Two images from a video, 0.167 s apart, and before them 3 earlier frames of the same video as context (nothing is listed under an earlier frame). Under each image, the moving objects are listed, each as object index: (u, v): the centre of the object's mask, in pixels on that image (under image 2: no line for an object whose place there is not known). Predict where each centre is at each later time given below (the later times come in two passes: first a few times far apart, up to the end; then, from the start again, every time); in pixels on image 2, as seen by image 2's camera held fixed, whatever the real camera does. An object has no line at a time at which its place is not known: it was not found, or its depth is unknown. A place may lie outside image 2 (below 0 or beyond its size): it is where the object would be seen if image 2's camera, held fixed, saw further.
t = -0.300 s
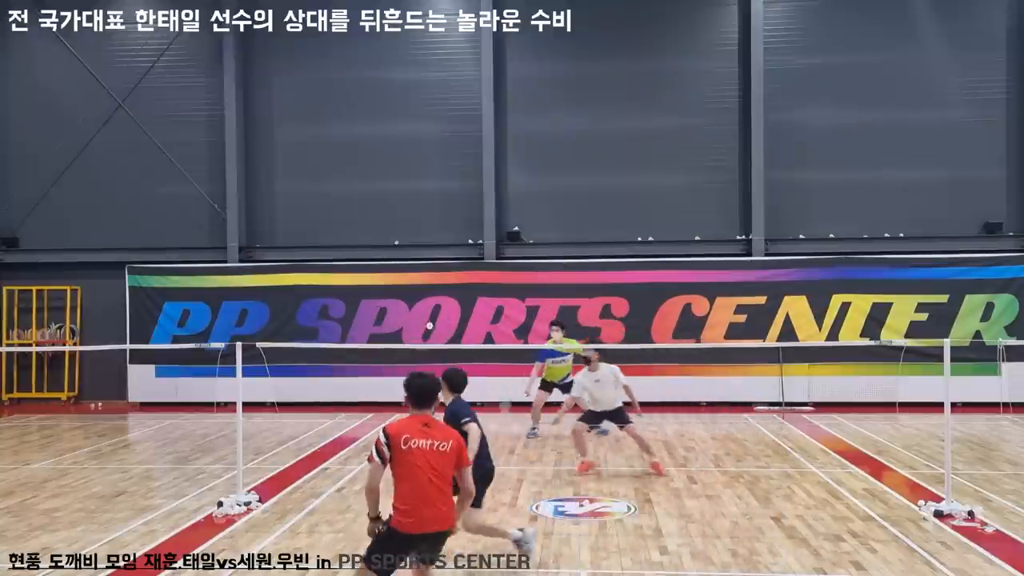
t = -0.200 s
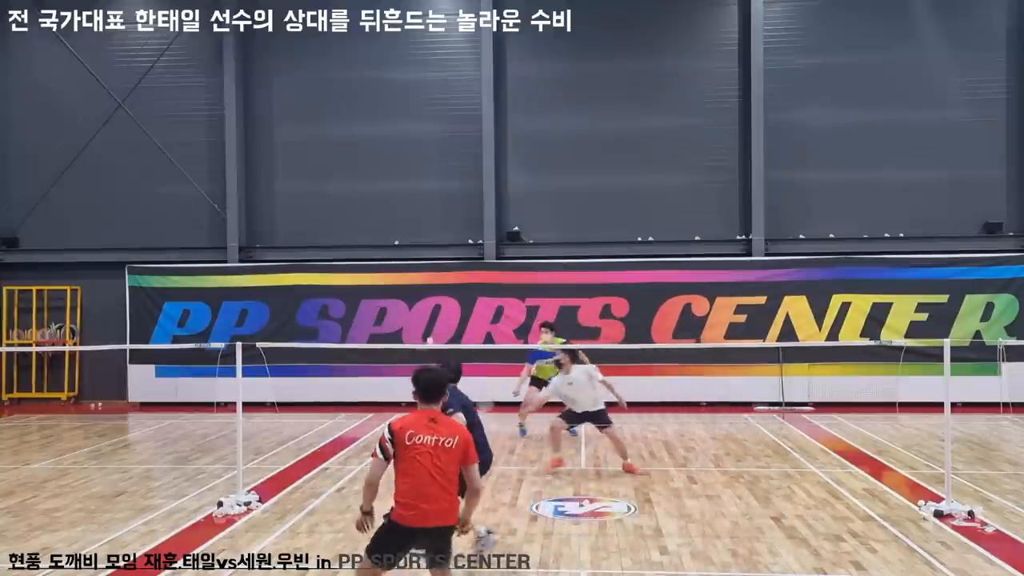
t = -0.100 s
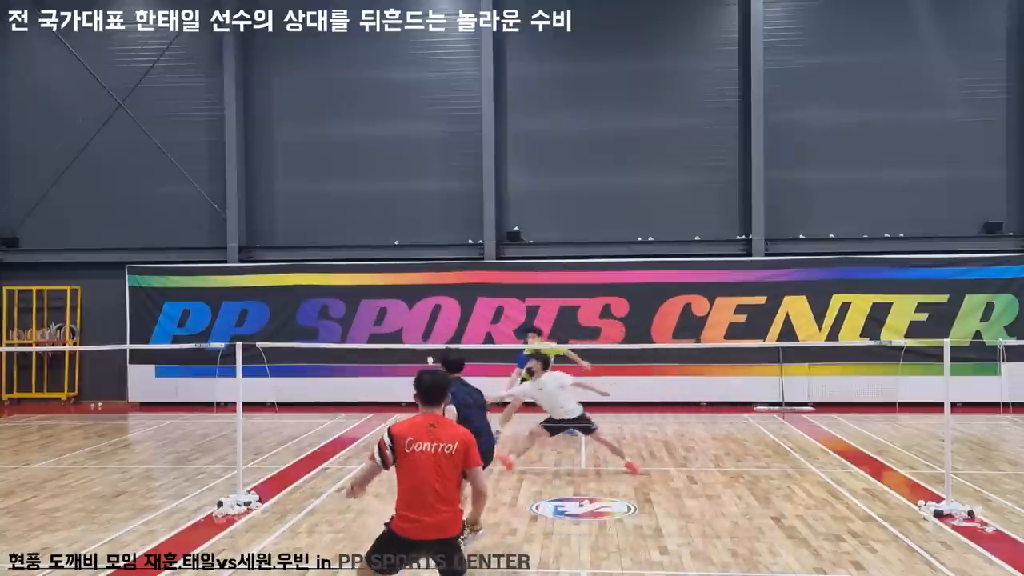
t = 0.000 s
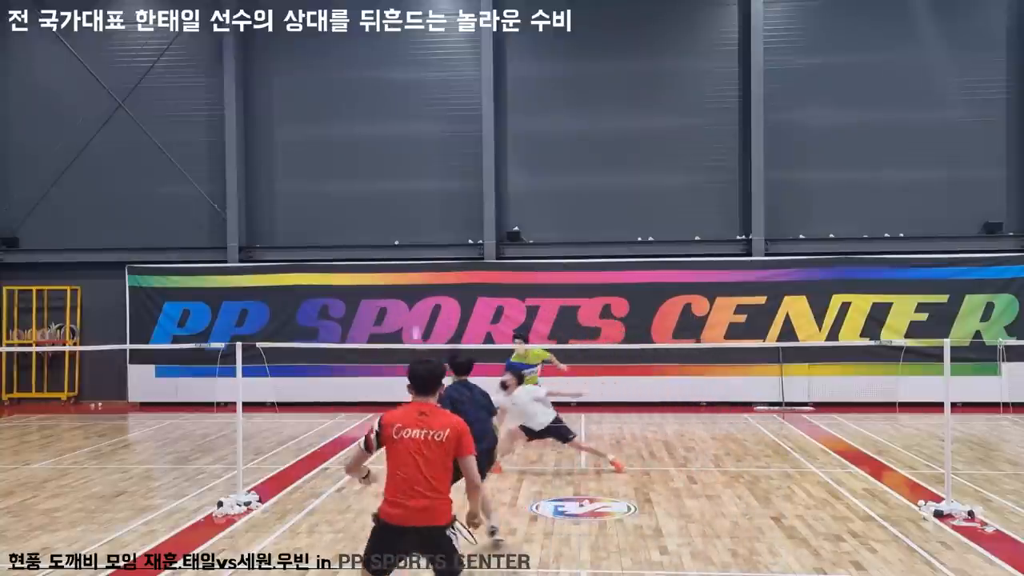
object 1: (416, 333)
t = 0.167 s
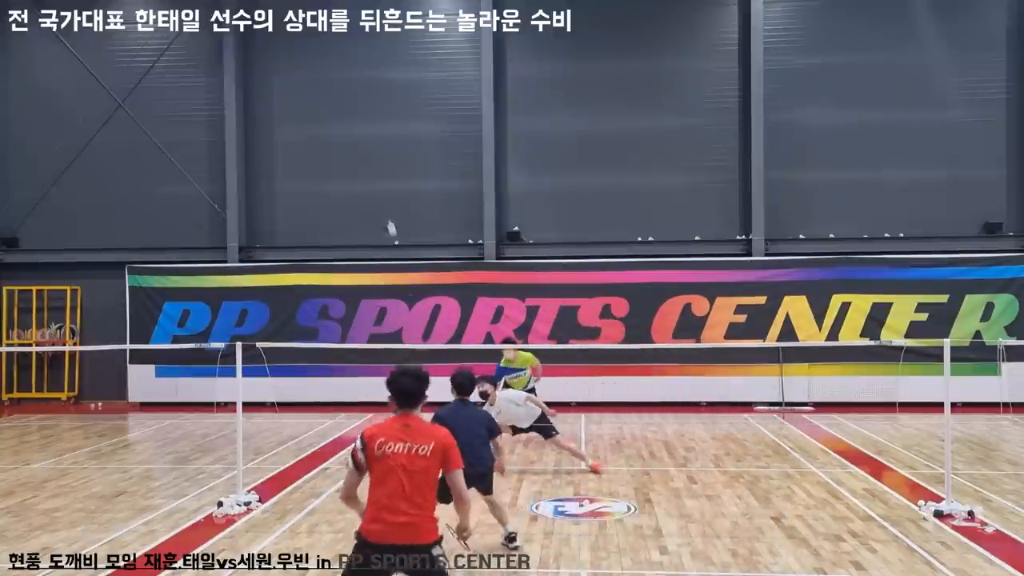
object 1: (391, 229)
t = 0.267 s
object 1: (374, 182)
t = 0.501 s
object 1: (334, 121)
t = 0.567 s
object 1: (321, 117)
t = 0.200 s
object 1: (386, 212)
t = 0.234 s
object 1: (380, 197)
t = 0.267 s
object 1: (374, 182)
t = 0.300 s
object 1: (369, 169)
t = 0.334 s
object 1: (363, 157)
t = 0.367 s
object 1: (357, 147)
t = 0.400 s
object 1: (352, 139)
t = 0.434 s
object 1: (345, 131)
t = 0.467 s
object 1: (340, 125)
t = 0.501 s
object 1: (334, 121)
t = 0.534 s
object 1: (328, 118)
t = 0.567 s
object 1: (321, 117)
